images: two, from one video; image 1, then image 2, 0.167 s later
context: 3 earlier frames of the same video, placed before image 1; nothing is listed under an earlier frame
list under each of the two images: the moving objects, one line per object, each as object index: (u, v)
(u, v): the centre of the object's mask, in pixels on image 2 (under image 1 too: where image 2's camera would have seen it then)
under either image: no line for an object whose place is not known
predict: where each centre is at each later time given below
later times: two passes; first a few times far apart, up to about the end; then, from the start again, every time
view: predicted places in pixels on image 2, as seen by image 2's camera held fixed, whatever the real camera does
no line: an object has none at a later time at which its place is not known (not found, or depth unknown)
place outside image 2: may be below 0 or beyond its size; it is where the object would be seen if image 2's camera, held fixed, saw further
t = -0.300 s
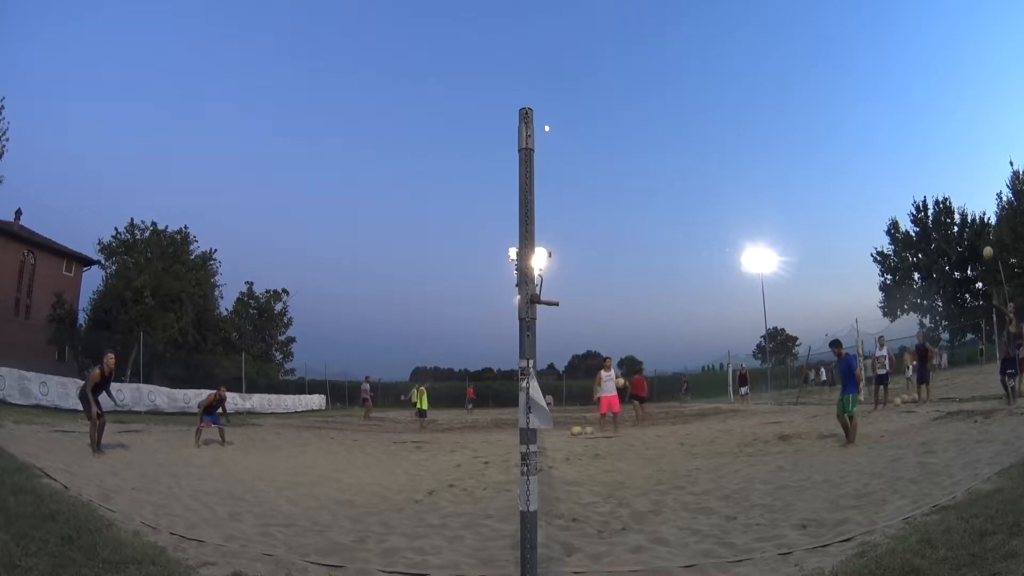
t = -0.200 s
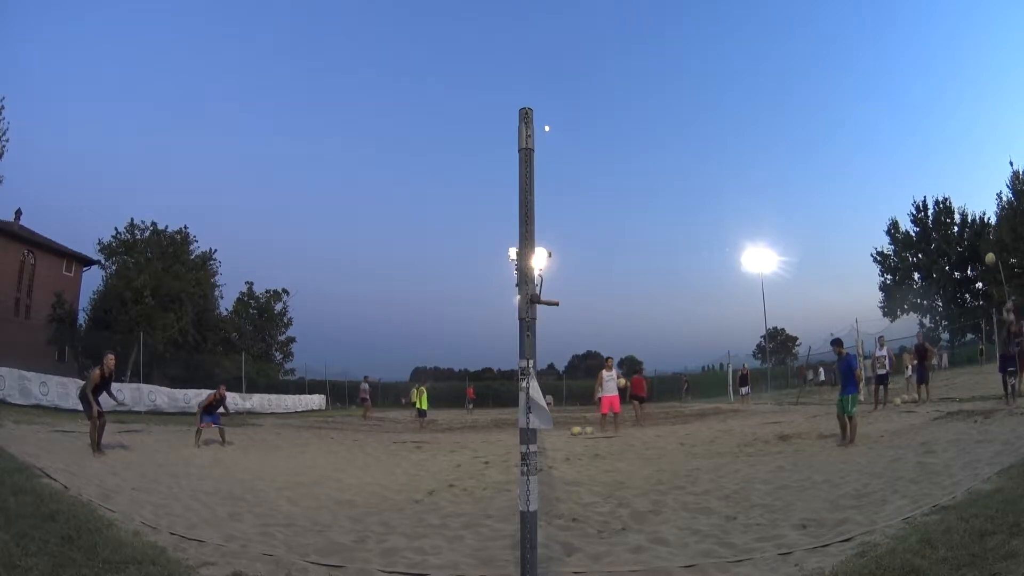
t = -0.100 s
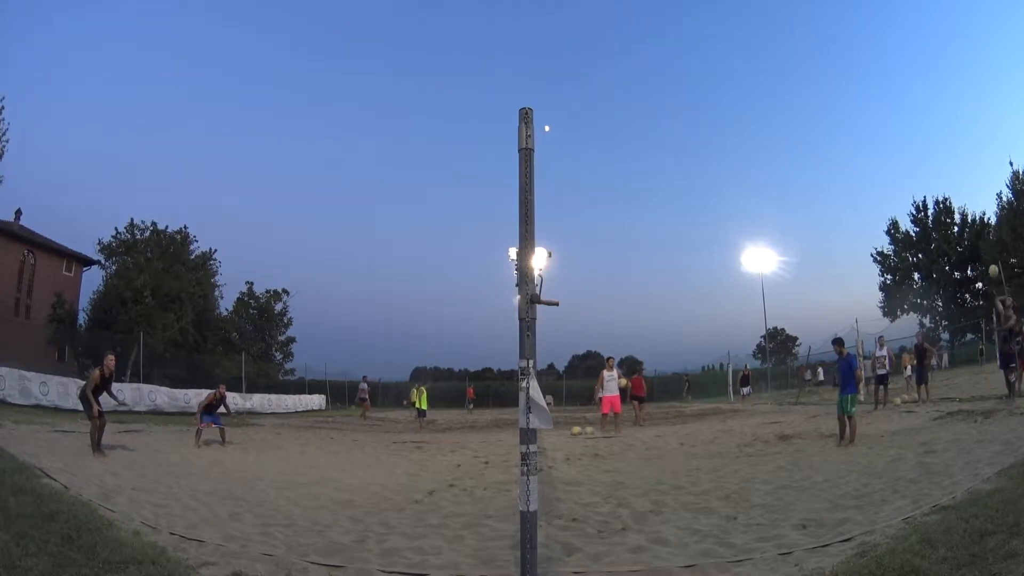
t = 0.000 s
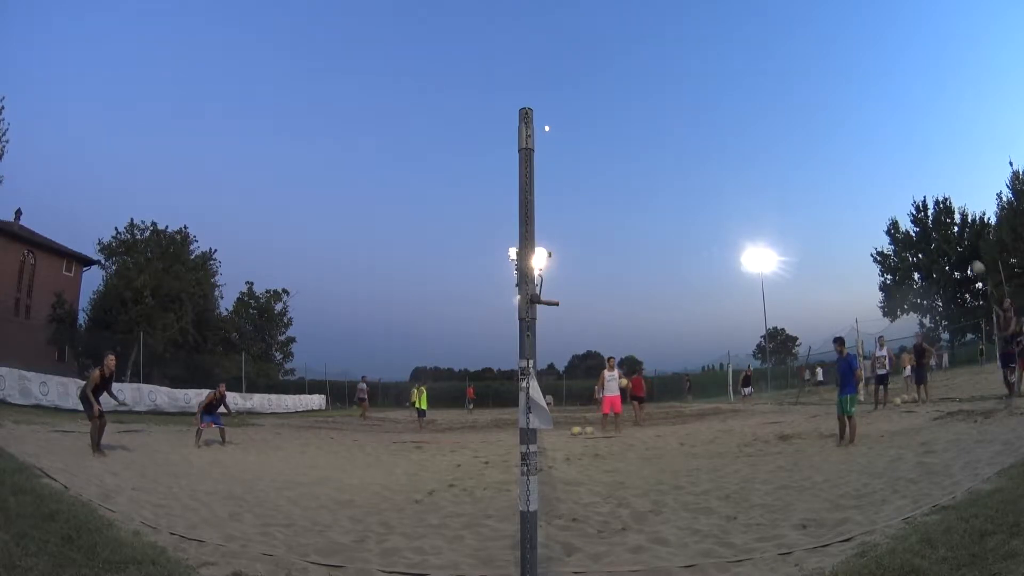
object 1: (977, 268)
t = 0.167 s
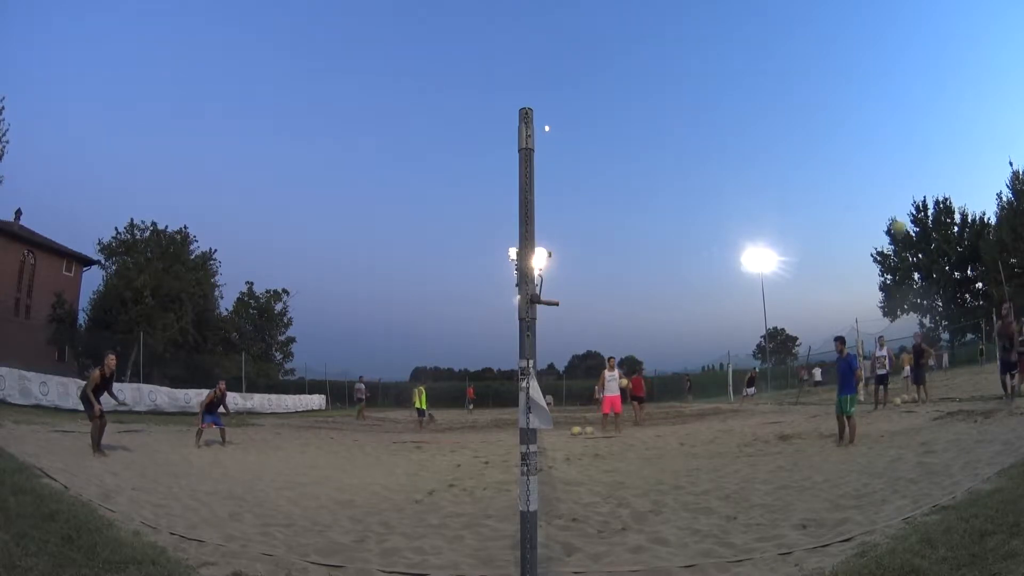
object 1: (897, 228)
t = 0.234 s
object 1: (855, 215)
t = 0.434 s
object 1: (667, 187)
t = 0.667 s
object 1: (348, 222)
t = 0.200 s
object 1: (877, 221)
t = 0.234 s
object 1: (855, 215)
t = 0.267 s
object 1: (830, 208)
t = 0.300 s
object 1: (803, 202)
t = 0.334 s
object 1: (774, 197)
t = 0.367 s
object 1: (741, 193)
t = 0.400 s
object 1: (706, 189)
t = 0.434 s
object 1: (667, 187)
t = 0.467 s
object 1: (628, 187)
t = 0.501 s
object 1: (584, 188)
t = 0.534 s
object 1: (544, 192)
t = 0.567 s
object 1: (491, 197)
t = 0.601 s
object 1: (443, 204)
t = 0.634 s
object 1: (395, 212)
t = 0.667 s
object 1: (348, 222)
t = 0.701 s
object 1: (303, 234)
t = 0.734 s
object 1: (260, 247)
